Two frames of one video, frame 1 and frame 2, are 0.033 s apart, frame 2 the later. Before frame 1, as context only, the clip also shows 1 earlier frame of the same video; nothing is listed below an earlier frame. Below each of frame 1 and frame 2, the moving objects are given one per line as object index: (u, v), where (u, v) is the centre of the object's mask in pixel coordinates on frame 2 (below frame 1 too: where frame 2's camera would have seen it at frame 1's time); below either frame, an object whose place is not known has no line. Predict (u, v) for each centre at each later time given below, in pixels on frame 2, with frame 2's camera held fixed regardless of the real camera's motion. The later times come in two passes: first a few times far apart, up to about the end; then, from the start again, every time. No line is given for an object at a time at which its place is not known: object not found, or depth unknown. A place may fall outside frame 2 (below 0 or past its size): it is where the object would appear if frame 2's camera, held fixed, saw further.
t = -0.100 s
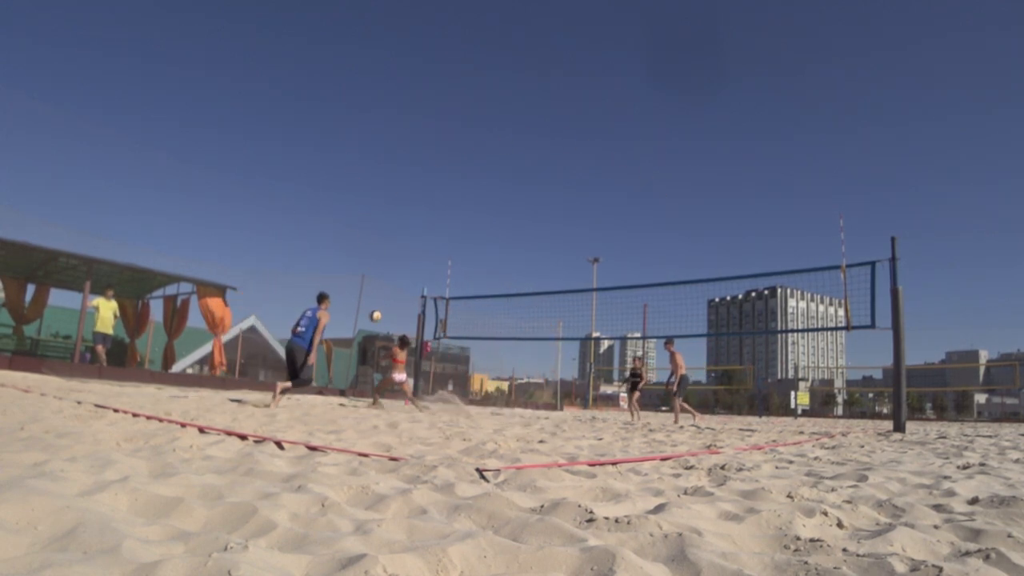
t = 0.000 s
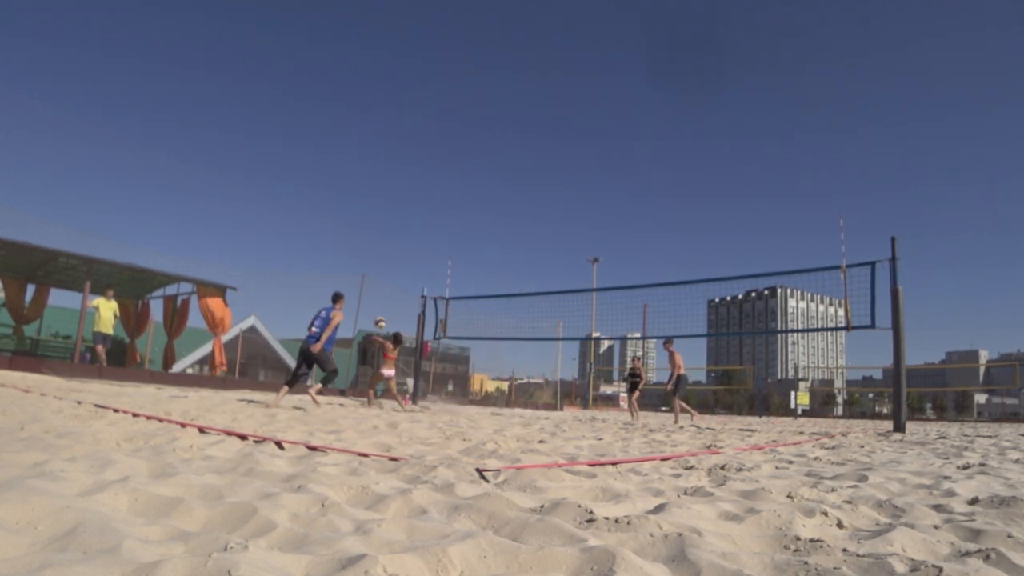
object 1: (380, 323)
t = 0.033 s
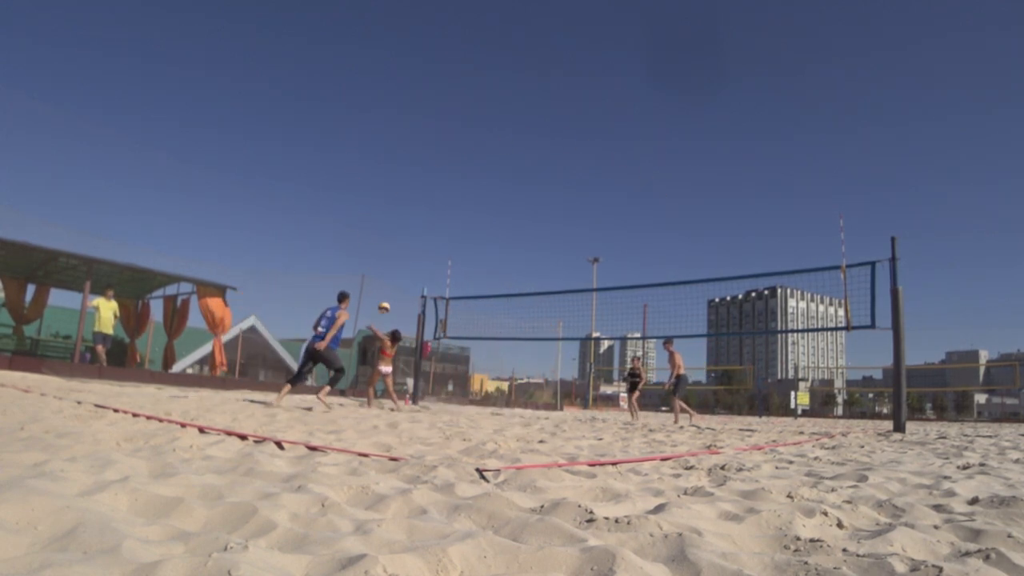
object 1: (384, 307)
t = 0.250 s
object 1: (409, 228)
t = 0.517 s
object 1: (438, 166)
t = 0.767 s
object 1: (464, 140)
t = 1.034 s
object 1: (490, 145)
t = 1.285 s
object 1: (513, 183)
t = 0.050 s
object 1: (386, 301)
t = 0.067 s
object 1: (388, 294)
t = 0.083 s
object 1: (389, 287)
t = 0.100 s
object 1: (391, 281)
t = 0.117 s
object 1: (393, 274)
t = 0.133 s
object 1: (395, 267)
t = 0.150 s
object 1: (397, 261)
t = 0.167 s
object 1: (399, 255)
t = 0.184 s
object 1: (401, 249)
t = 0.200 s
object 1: (403, 244)
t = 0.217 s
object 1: (405, 238)
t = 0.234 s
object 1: (407, 233)
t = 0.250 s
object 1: (409, 228)
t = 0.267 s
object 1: (410, 224)
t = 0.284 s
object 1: (412, 218)
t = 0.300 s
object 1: (414, 213)
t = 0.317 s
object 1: (416, 209)
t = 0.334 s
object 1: (418, 205)
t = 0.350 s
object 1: (420, 200)
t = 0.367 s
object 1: (422, 196)
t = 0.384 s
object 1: (423, 192)
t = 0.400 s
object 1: (425, 188)
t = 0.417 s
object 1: (427, 184)
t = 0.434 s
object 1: (428, 181)
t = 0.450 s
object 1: (430, 178)
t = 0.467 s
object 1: (432, 174)
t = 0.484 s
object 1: (434, 171)
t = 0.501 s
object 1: (436, 168)
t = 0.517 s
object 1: (438, 166)
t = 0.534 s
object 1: (440, 164)
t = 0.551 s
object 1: (442, 161)
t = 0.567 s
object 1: (443, 158)
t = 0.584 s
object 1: (445, 156)
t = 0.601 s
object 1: (447, 154)
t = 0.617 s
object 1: (449, 152)
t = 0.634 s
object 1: (450, 150)
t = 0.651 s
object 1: (452, 148)
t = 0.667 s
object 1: (453, 147)
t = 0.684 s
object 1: (455, 145)
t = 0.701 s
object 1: (457, 144)
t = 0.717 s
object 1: (458, 142)
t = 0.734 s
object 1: (460, 141)
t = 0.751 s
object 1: (462, 140)
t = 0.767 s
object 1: (464, 140)
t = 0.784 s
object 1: (466, 139)
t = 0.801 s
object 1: (467, 139)
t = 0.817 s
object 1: (470, 139)
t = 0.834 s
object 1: (471, 139)
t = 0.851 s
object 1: (472, 138)
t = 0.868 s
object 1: (474, 138)
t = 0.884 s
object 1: (476, 138)
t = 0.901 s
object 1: (477, 138)
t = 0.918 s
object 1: (479, 139)
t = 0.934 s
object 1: (480, 140)
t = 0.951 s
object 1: (482, 140)
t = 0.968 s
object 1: (483, 141)
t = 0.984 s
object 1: (485, 142)
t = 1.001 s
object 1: (486, 143)
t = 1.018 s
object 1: (488, 144)
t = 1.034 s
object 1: (490, 145)
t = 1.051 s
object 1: (492, 147)
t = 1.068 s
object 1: (493, 148)
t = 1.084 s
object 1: (495, 150)
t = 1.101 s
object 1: (497, 153)
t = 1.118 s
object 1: (498, 156)
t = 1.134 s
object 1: (499, 157)
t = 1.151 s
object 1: (501, 159)
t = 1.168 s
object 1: (502, 162)
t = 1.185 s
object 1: (505, 165)
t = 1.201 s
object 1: (506, 167)
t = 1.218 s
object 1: (508, 170)
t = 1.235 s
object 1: (509, 173)
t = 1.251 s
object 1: (510, 176)
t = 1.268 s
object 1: (512, 180)
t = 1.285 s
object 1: (513, 183)
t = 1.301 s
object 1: (515, 187)
